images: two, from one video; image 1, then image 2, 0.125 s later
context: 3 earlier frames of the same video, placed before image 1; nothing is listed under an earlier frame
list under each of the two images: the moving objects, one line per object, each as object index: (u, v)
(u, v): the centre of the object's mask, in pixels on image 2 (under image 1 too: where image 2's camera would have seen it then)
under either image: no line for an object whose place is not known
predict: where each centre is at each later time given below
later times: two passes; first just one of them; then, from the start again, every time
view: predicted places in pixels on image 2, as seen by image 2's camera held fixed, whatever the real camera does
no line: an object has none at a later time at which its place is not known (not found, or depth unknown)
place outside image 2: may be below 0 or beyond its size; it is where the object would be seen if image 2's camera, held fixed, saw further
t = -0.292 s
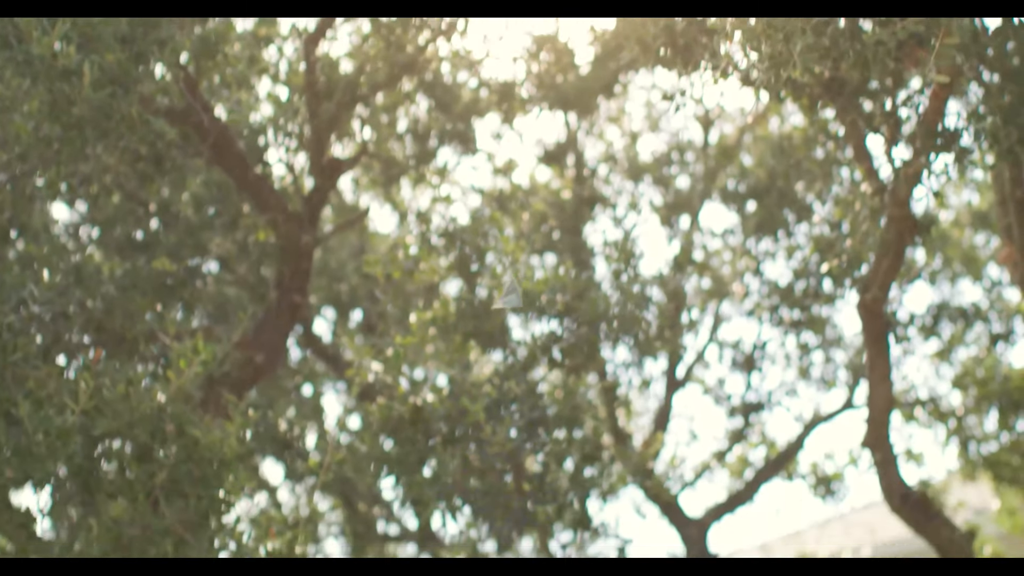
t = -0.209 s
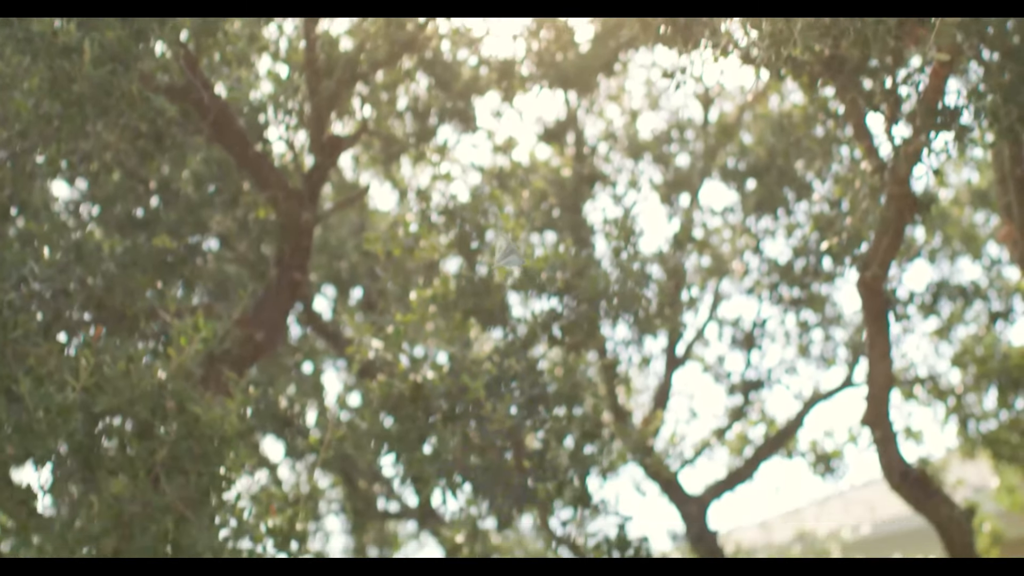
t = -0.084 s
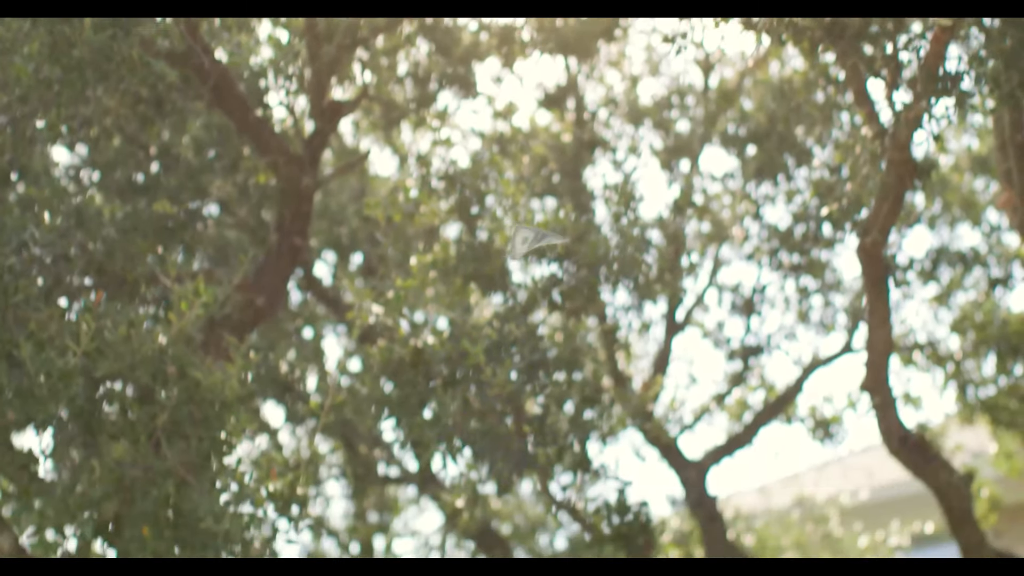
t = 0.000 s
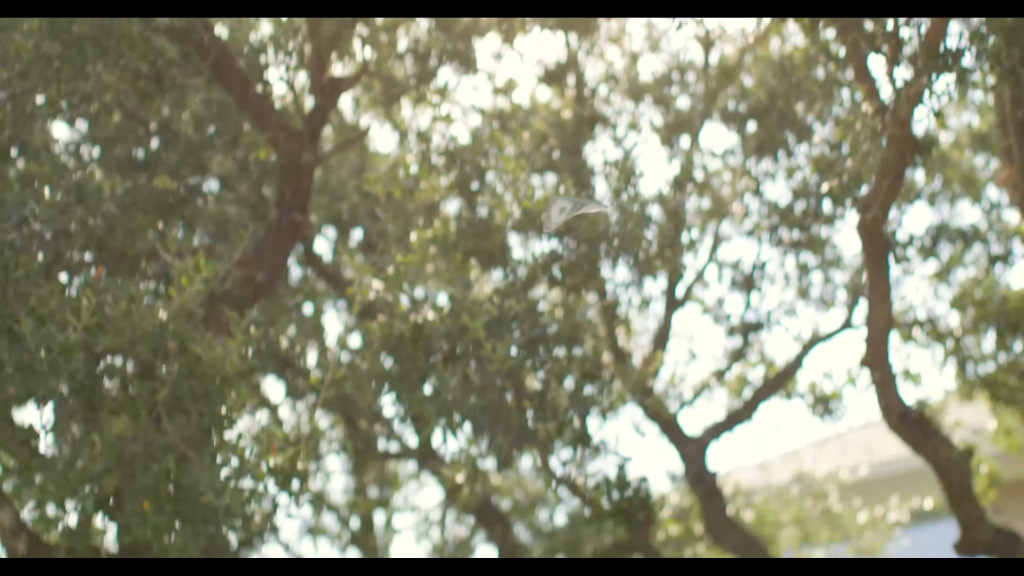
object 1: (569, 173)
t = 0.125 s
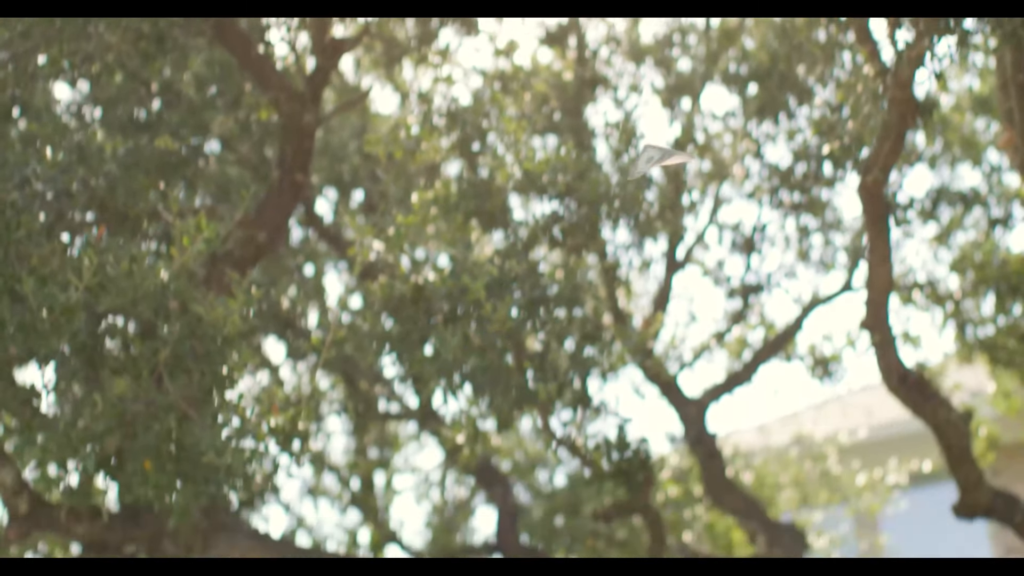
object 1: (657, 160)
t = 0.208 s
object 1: (713, 158)
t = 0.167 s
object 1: (686, 157)
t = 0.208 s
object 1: (713, 158)
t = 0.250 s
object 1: (742, 160)
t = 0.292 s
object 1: (770, 161)
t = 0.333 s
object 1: (793, 169)
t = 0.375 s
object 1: (815, 178)
